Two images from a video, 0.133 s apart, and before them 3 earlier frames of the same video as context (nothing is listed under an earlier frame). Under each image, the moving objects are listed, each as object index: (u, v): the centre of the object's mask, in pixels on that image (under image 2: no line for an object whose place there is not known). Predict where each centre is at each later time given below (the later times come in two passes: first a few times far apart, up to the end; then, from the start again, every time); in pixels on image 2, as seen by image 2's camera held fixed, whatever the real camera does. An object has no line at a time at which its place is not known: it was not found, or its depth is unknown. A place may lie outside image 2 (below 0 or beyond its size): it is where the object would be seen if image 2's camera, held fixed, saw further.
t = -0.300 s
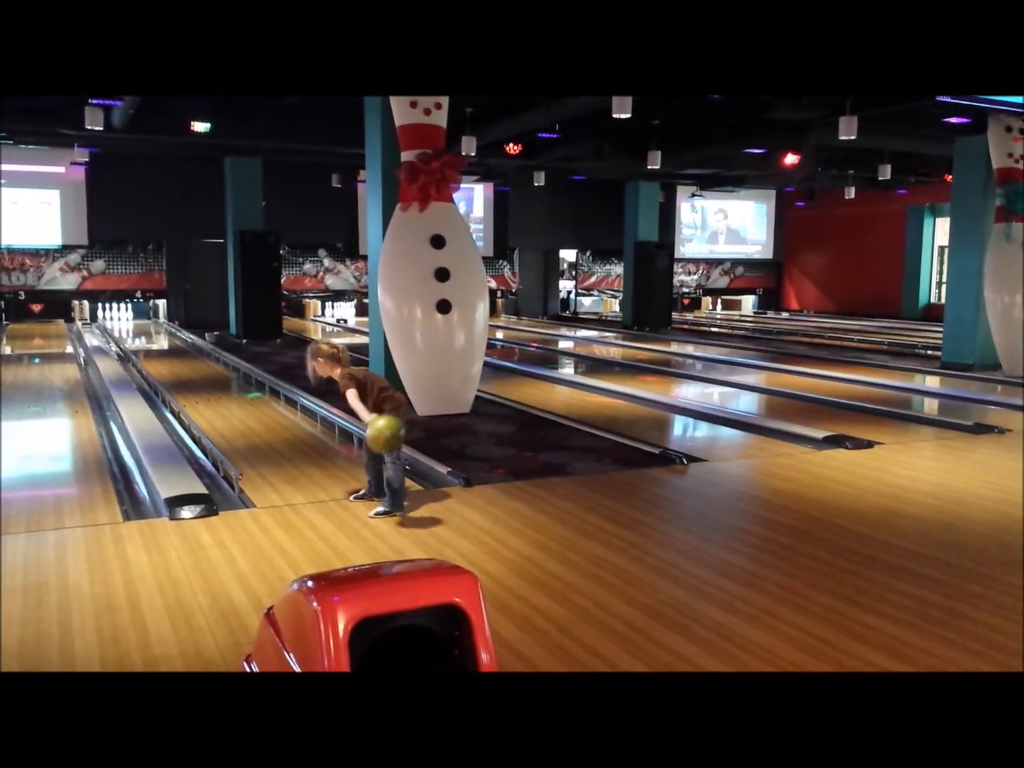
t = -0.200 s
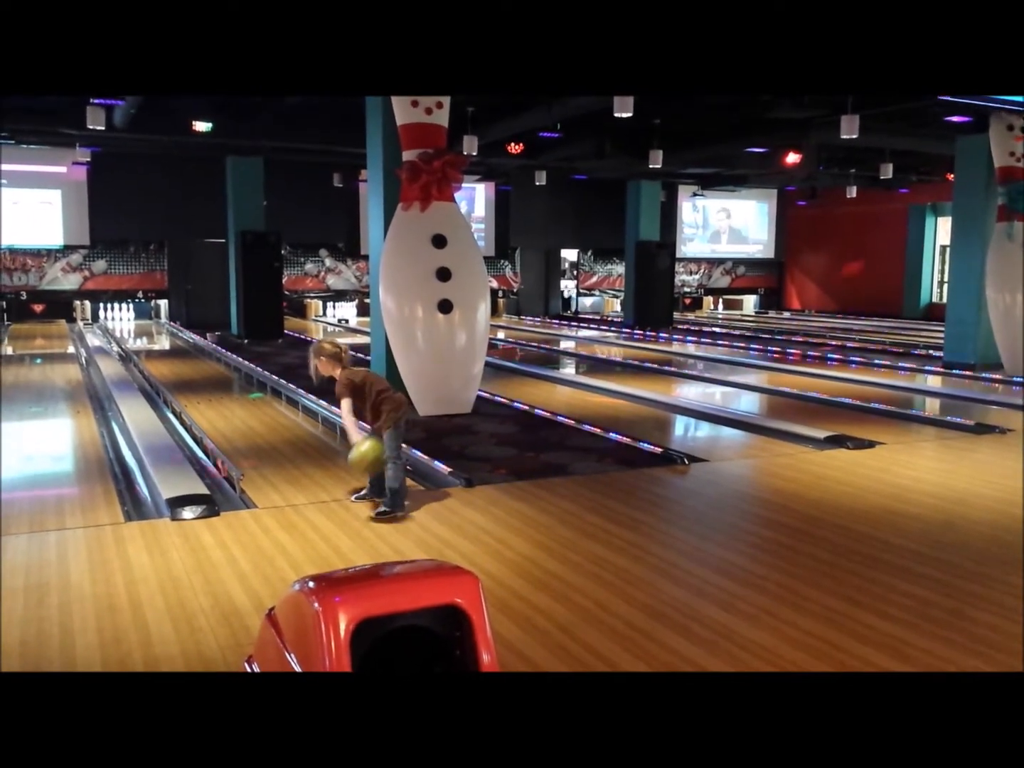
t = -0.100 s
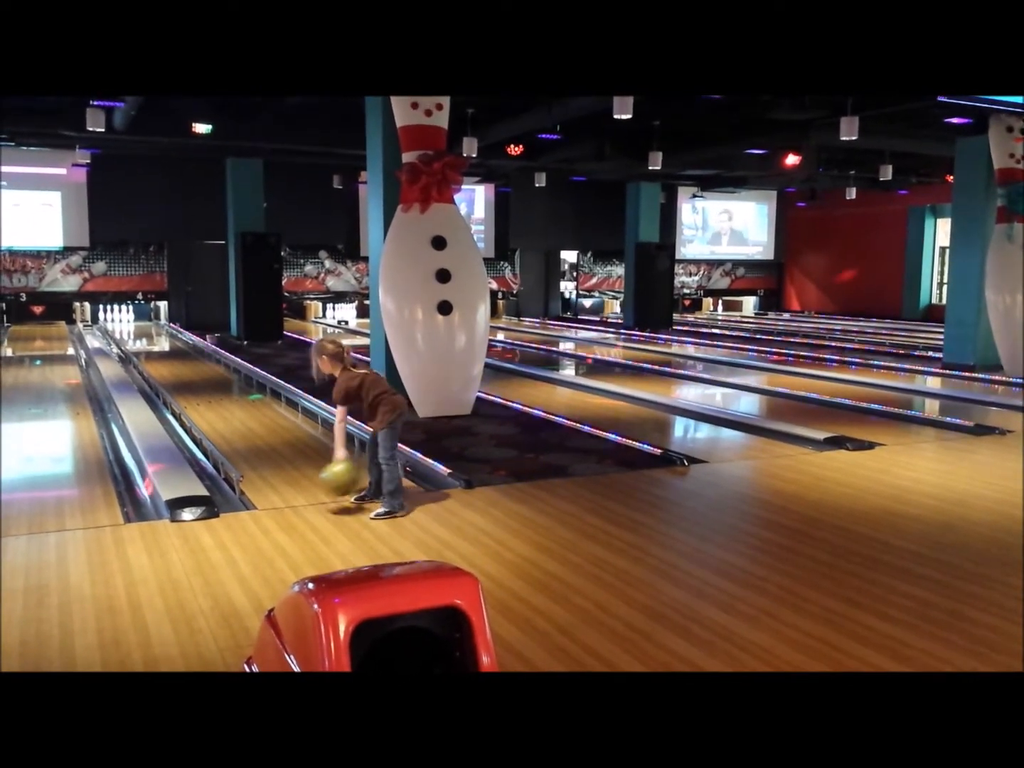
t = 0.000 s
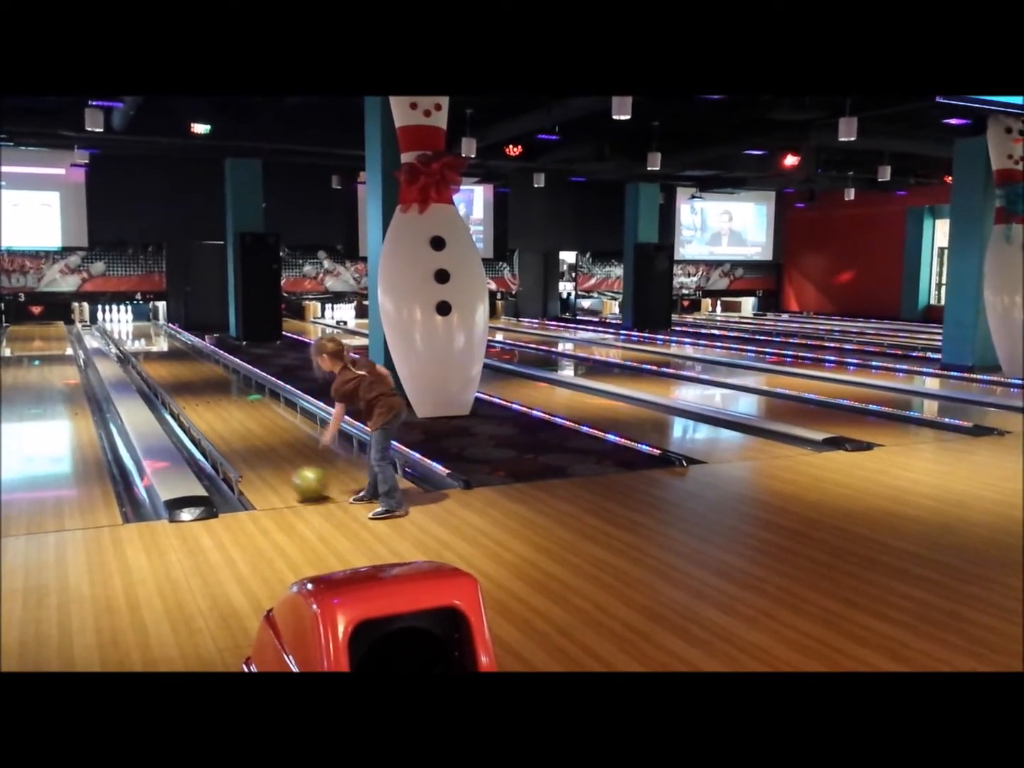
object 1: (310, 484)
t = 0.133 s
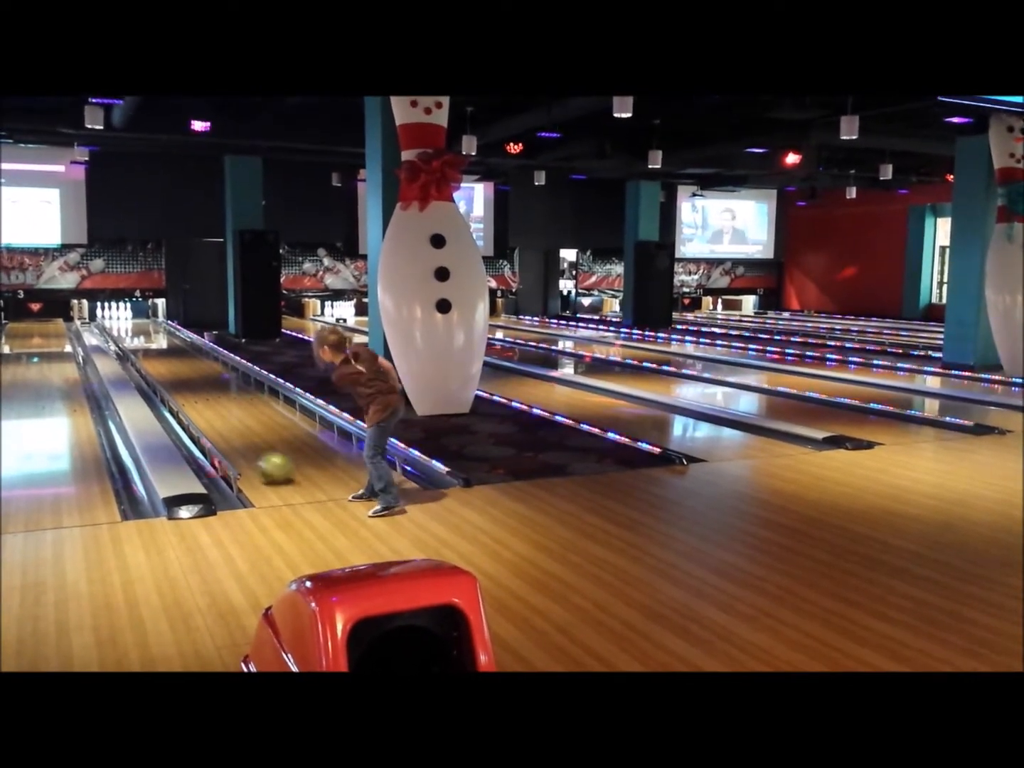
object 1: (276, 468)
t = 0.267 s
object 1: (247, 456)
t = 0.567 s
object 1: (228, 432)
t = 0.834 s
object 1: (226, 416)
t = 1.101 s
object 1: (223, 402)
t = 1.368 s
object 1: (221, 392)
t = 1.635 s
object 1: (220, 383)
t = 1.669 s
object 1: (221, 382)
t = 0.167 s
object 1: (268, 466)
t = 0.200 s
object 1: (260, 463)
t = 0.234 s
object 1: (253, 460)
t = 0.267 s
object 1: (247, 456)
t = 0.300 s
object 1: (241, 453)
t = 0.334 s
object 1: (237, 451)
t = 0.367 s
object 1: (232, 447)
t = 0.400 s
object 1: (230, 444)
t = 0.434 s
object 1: (230, 442)
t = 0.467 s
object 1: (229, 440)
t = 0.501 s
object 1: (229, 437)
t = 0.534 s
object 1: (228, 434)
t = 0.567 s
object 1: (228, 432)
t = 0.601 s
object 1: (228, 430)
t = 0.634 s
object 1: (227, 428)
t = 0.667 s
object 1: (227, 426)
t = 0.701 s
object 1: (226, 424)
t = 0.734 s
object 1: (226, 422)
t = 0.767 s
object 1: (226, 419)
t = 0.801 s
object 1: (226, 418)
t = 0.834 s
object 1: (226, 416)
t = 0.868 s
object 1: (225, 414)
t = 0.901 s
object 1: (225, 413)
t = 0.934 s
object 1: (224, 411)
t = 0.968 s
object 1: (224, 409)
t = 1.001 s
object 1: (223, 407)
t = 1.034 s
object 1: (223, 406)
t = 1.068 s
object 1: (223, 403)
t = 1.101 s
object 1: (223, 402)
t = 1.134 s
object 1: (223, 400)
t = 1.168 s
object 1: (222, 399)
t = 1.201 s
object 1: (221, 398)
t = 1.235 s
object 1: (221, 397)
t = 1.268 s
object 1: (221, 396)
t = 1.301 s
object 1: (221, 394)
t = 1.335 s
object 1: (221, 393)
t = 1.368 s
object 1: (221, 392)
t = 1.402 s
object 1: (221, 390)
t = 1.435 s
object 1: (220, 389)
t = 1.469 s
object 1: (220, 387)
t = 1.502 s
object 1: (220, 387)
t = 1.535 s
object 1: (220, 386)
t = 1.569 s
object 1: (219, 385)
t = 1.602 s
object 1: (220, 384)
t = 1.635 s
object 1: (220, 383)
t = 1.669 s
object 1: (221, 382)
